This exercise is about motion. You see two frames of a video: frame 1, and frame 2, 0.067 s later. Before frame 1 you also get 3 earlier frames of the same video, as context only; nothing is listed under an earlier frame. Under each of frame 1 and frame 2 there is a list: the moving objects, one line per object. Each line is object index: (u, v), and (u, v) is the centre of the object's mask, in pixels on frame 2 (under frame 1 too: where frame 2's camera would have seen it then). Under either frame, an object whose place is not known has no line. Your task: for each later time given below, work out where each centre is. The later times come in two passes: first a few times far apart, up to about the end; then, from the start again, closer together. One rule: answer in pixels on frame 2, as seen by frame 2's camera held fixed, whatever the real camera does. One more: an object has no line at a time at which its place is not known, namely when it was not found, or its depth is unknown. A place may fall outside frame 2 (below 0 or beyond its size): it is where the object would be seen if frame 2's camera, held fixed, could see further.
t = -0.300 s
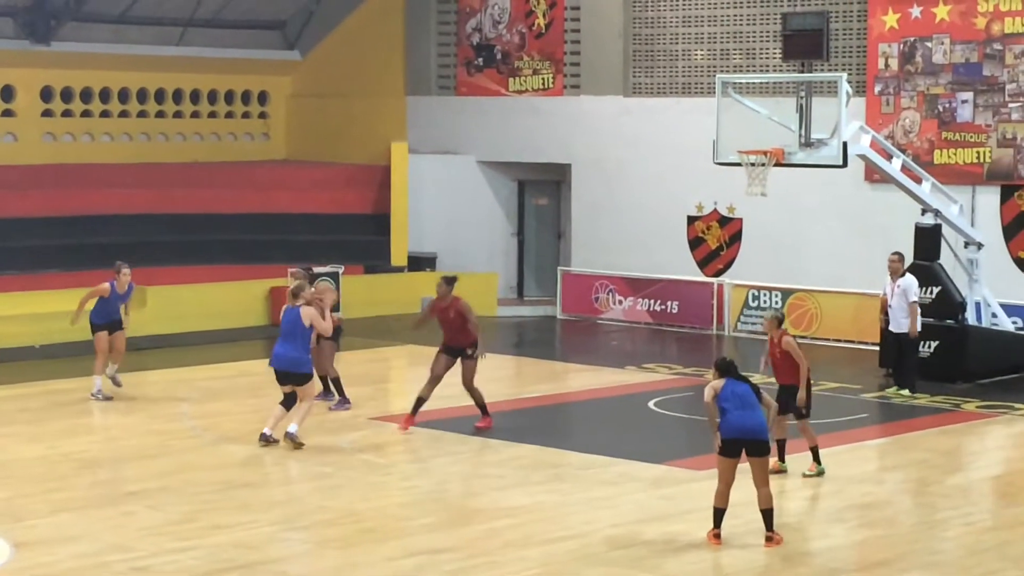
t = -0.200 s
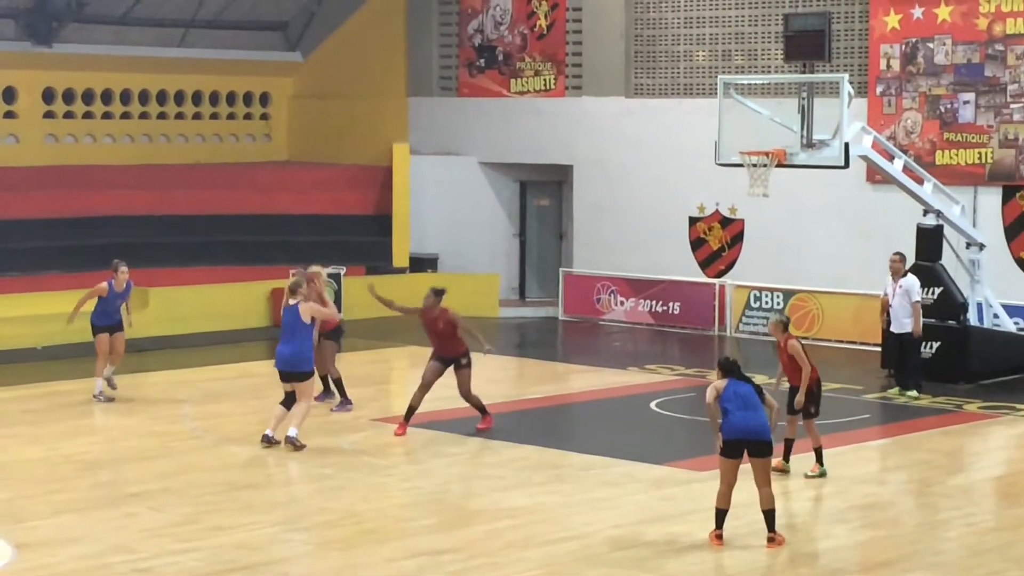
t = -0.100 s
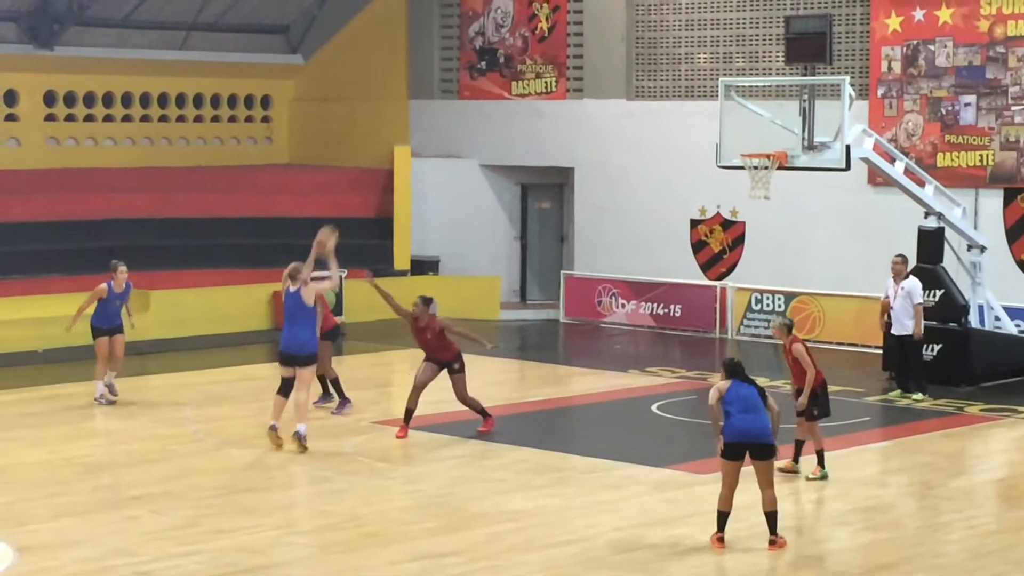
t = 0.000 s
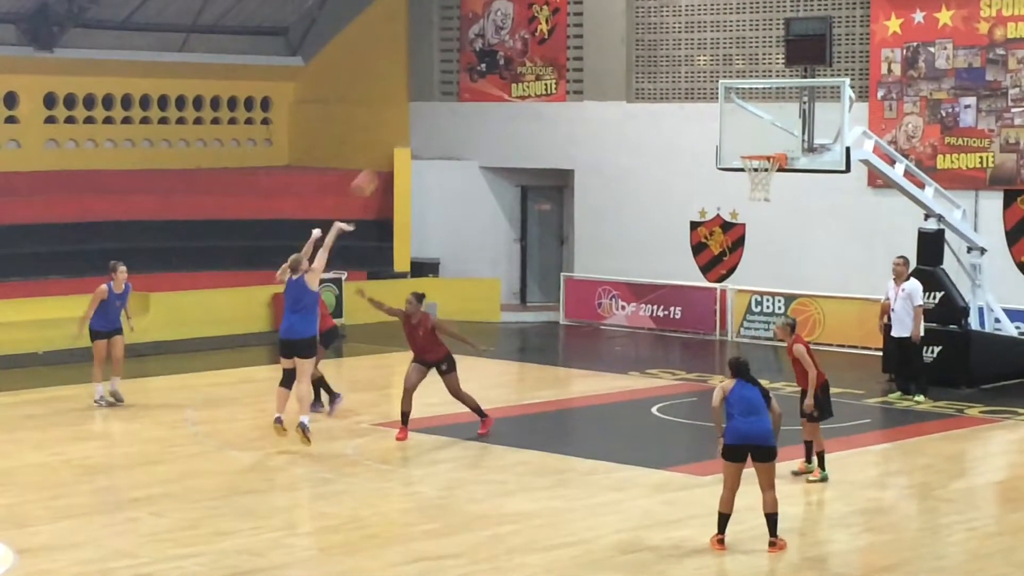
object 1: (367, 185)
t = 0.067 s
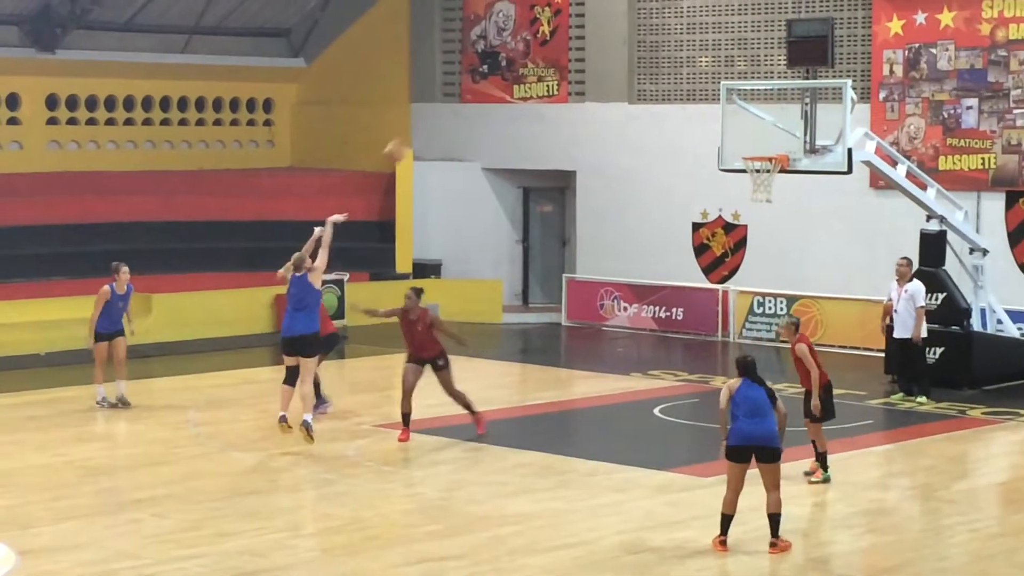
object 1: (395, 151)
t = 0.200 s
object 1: (453, 96)
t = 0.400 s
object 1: (533, 50)
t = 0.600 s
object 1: (606, 39)
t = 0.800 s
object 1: (674, 61)
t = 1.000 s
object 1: (739, 117)
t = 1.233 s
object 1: (760, 117)
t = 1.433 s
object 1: (745, 93)
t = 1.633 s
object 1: (728, 102)
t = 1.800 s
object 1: (714, 138)
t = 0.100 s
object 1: (409, 137)
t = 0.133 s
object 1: (423, 124)
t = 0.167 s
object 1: (438, 109)
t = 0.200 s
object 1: (453, 96)
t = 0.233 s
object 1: (465, 85)
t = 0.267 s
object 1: (478, 77)
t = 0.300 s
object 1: (493, 66)
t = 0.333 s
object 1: (505, 62)
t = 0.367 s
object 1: (518, 55)
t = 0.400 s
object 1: (533, 50)
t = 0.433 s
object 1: (544, 44)
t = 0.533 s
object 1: (581, 38)
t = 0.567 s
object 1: (594, 38)
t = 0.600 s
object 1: (606, 39)
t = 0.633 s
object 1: (618, 40)
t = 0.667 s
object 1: (629, 43)
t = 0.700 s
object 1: (642, 46)
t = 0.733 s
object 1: (652, 50)
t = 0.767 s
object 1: (663, 56)
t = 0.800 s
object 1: (674, 61)
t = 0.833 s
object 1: (685, 68)
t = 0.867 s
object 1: (696, 76)
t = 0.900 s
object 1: (707, 84)
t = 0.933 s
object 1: (719, 94)
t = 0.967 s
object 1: (729, 105)
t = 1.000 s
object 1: (739, 117)
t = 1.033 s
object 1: (750, 128)
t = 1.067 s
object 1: (759, 140)
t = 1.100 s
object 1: (768, 149)
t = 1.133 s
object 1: (766, 141)
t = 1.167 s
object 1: (763, 133)
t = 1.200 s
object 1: (761, 125)
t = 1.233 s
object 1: (760, 117)
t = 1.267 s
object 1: (757, 110)
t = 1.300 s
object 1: (754, 104)
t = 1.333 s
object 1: (752, 100)
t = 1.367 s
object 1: (749, 97)
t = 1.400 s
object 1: (747, 95)
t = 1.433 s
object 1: (745, 93)
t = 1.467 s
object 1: (742, 92)
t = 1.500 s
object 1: (739, 92)
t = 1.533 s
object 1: (737, 93)
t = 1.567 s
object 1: (733, 95)
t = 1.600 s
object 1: (730, 98)
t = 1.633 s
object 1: (728, 102)
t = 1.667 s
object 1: (726, 107)
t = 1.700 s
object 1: (722, 113)
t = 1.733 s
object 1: (720, 120)
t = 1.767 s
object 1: (717, 129)
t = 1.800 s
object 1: (714, 138)
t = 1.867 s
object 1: (708, 161)
